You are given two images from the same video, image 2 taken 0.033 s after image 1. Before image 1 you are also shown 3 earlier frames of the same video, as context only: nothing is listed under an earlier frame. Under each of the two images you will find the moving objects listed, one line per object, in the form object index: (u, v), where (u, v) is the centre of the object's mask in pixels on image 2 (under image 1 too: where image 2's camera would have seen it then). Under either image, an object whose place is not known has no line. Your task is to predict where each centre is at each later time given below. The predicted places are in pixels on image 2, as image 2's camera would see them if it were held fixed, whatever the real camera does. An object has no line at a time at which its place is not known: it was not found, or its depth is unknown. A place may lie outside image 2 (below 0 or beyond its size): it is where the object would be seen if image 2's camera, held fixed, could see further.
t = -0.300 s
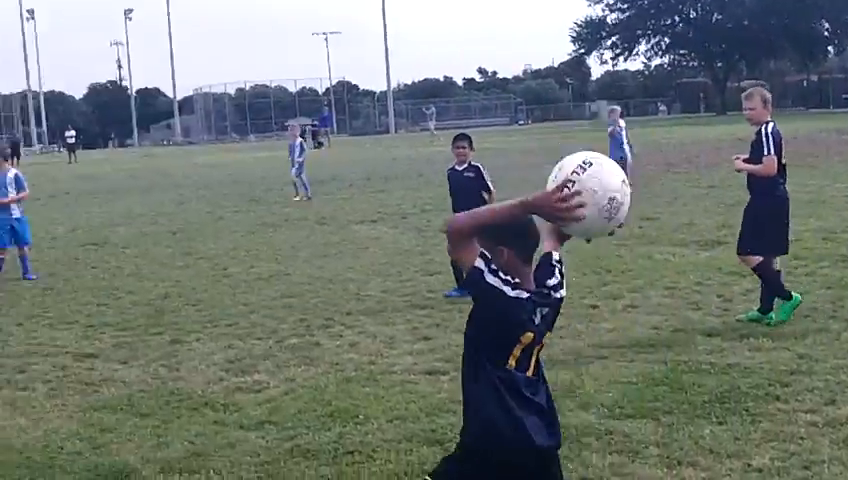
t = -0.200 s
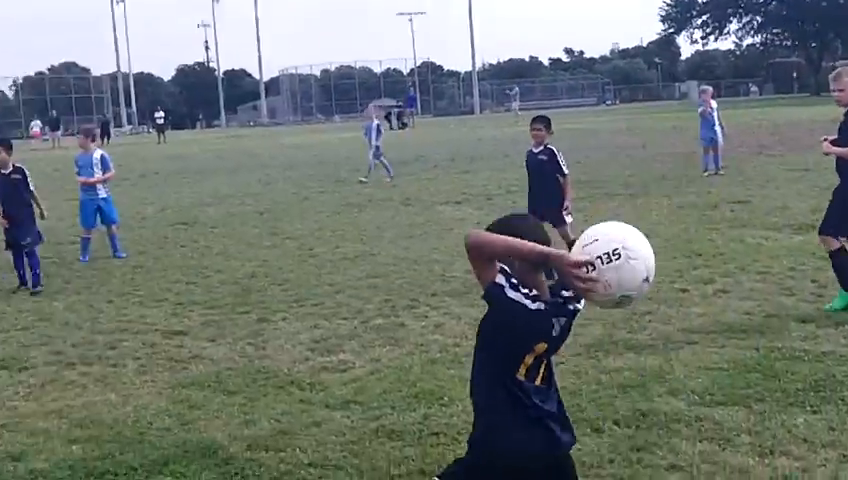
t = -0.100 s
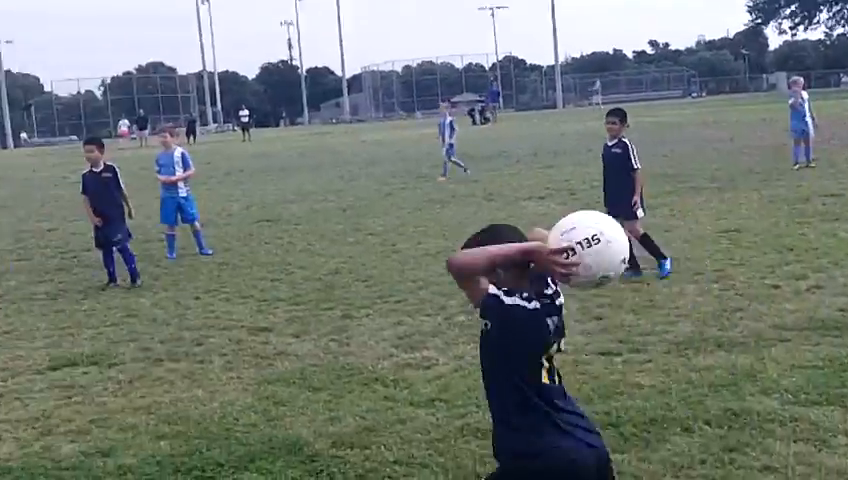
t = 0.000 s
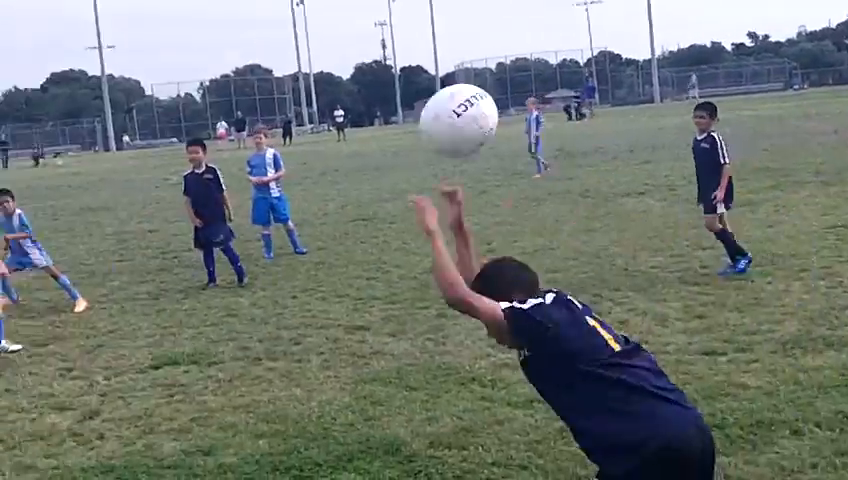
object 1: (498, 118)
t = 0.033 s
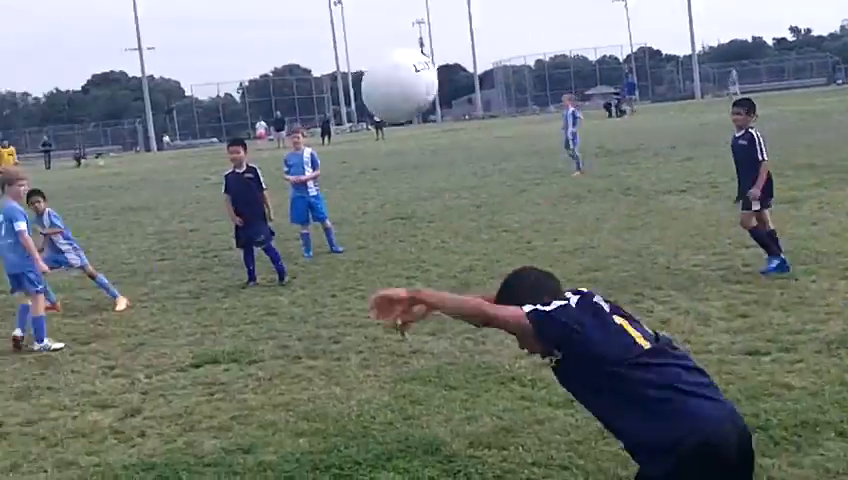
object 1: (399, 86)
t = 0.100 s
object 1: (220, 33)
